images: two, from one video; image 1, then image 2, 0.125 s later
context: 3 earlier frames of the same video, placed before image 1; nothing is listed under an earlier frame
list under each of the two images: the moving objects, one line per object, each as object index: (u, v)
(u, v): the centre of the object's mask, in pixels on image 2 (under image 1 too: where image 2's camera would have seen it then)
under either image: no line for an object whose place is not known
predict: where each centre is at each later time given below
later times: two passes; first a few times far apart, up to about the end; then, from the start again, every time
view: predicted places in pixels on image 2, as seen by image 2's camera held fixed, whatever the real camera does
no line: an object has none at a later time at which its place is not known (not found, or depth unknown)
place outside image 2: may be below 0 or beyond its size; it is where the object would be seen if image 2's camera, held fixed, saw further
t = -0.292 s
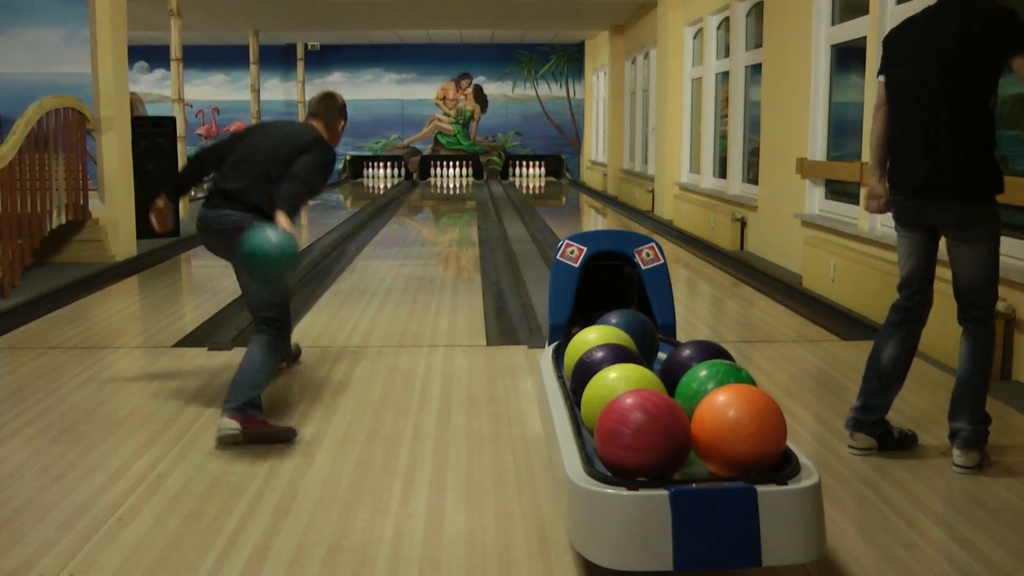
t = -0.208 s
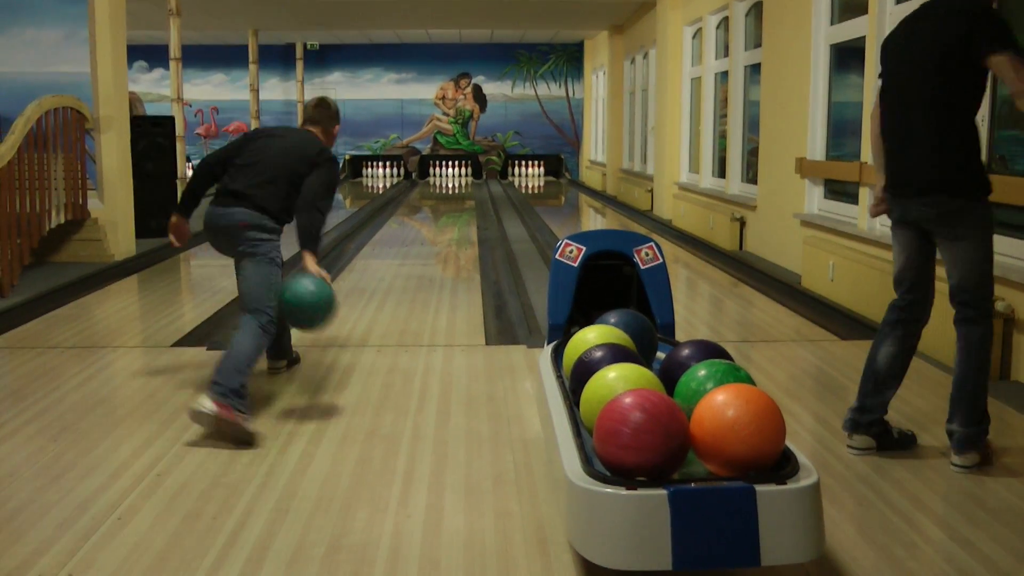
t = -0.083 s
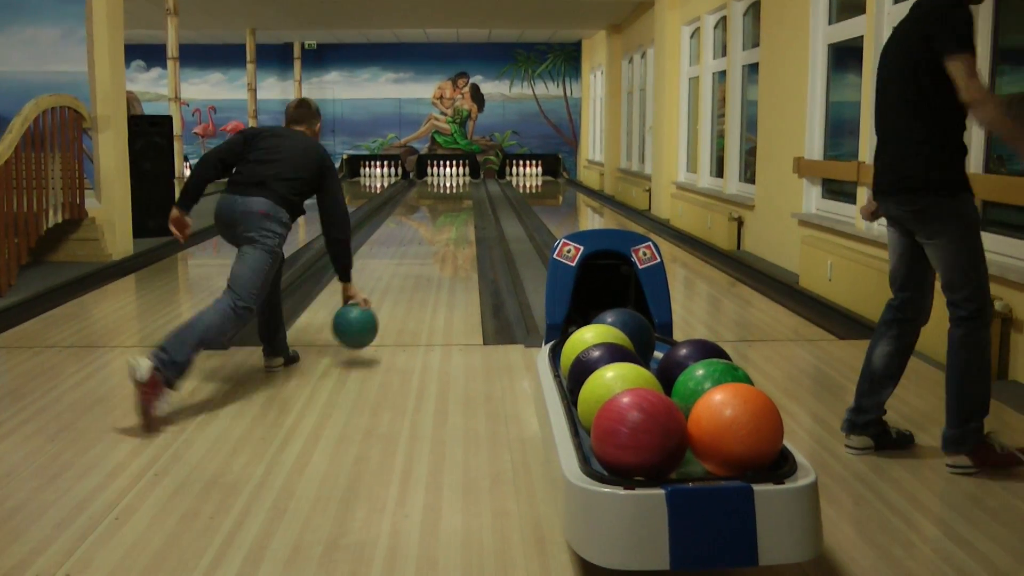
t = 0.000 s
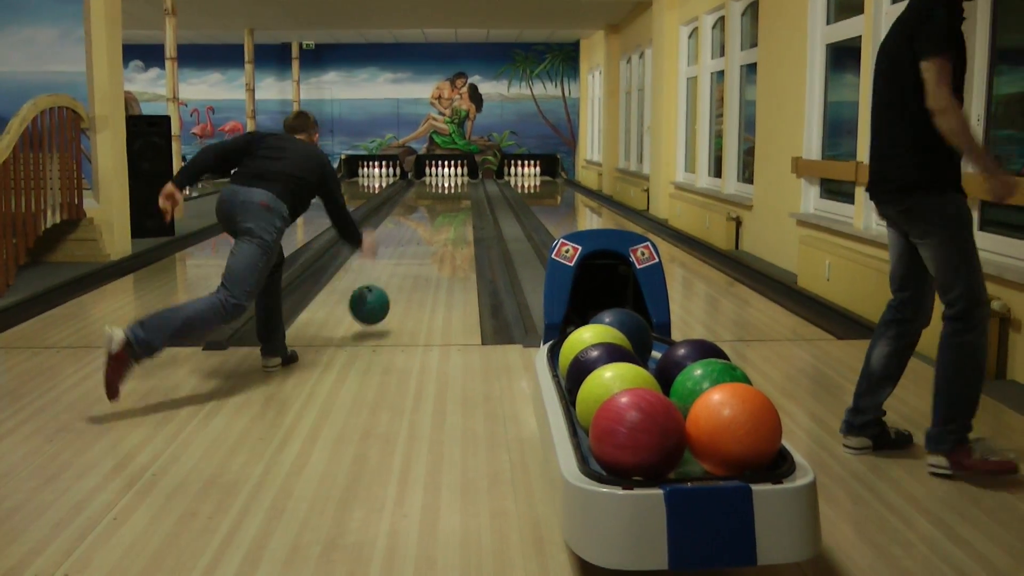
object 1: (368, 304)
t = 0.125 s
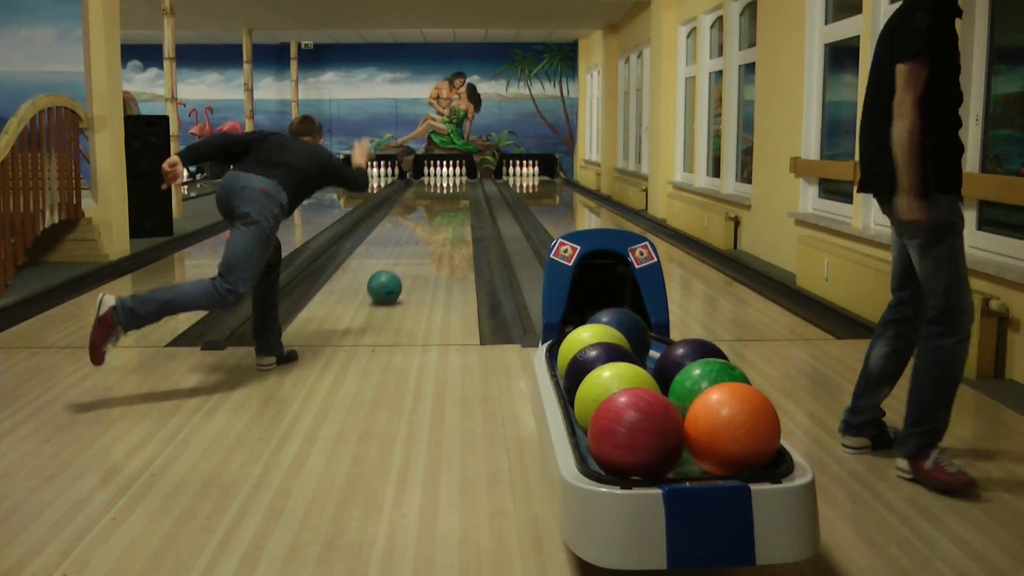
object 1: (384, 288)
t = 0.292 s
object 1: (400, 261)
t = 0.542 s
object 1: (414, 235)
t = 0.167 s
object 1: (389, 280)
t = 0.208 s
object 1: (393, 273)
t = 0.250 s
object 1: (396, 267)
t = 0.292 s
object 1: (400, 261)
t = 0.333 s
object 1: (402, 256)
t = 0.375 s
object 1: (405, 251)
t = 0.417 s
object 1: (408, 246)
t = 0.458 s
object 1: (410, 243)
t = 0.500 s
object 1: (412, 239)
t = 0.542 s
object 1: (414, 235)
